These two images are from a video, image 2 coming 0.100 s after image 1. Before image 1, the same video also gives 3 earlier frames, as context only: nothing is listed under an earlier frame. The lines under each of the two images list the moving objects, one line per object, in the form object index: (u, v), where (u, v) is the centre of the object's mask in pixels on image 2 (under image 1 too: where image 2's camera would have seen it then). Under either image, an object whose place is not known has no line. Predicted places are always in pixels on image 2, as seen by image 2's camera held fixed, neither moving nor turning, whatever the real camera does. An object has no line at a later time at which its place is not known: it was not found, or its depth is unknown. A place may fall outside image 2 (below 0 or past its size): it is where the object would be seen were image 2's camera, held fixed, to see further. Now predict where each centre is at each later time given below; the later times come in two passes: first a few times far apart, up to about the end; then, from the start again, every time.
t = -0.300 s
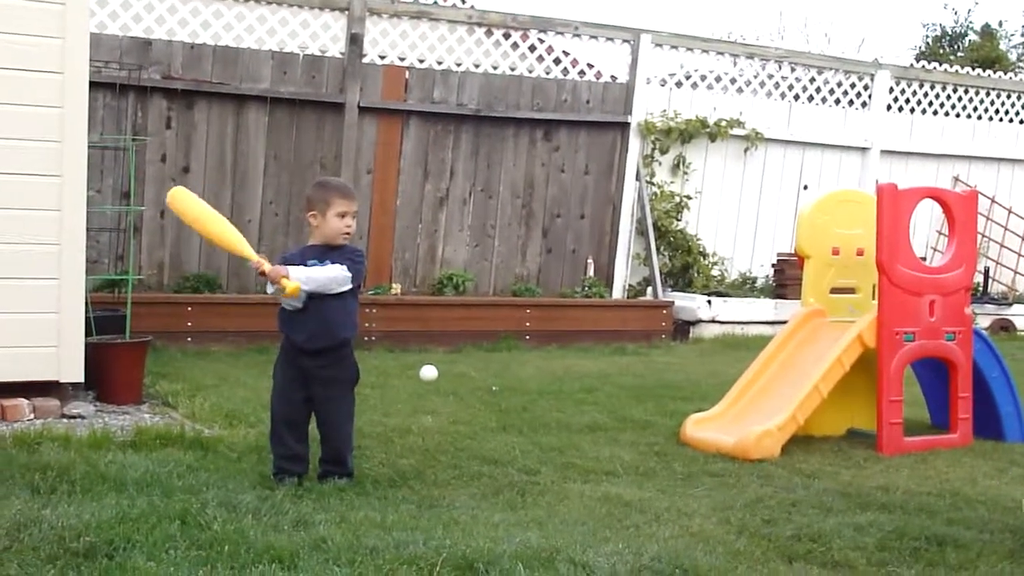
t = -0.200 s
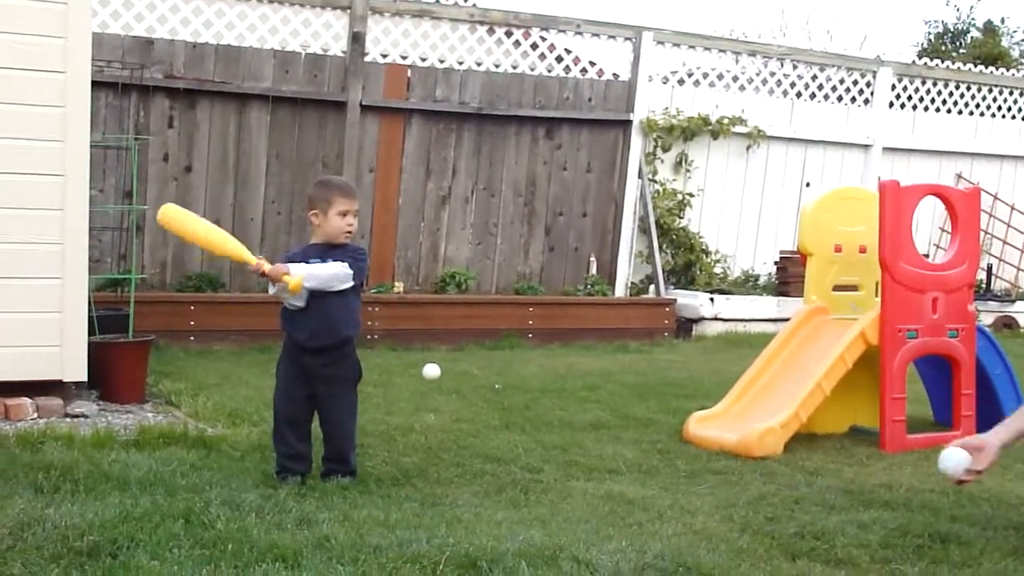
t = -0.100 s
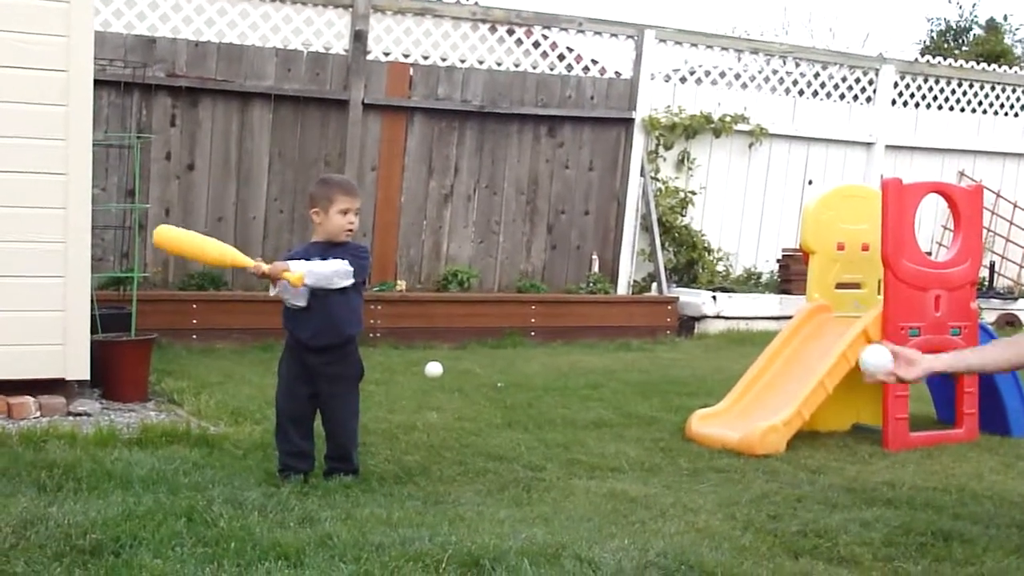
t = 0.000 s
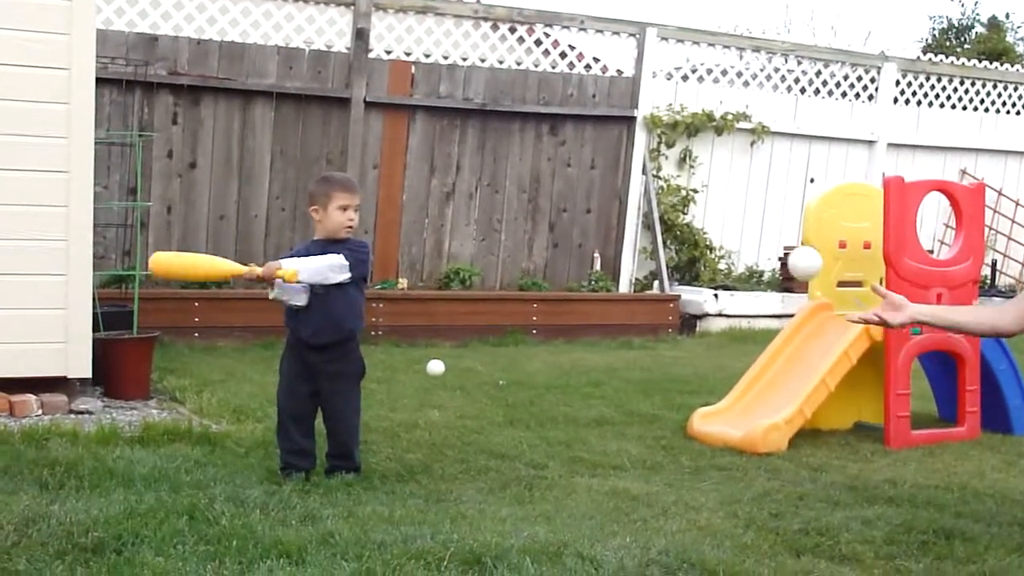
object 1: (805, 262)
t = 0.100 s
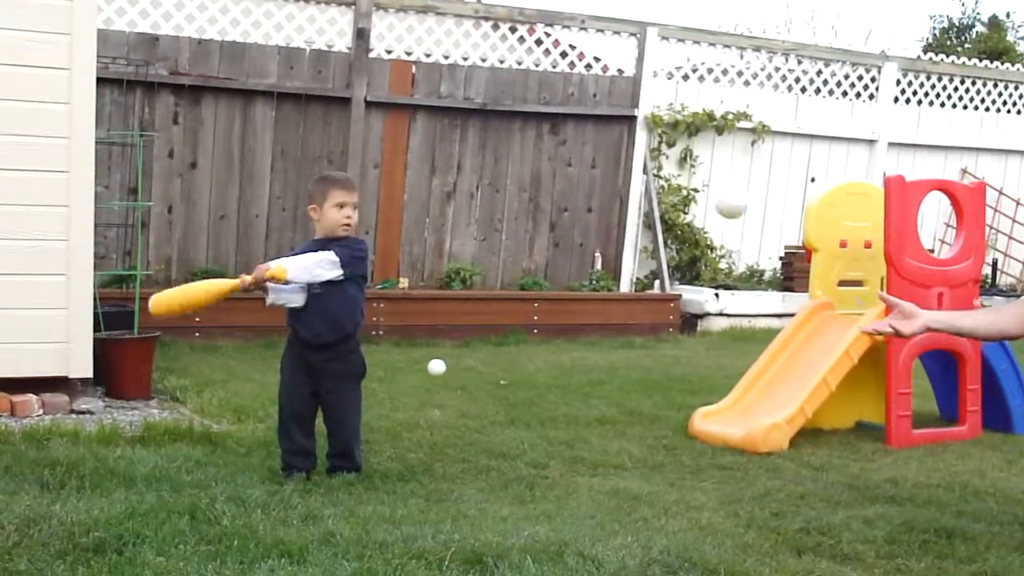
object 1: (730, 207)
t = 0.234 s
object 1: (628, 177)
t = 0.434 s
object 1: (474, 264)
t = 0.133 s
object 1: (703, 192)
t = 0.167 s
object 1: (680, 180)
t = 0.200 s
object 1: (655, 176)
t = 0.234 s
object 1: (628, 177)
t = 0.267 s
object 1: (602, 181)
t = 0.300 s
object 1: (577, 189)
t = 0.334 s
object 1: (551, 201)
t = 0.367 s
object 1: (525, 219)
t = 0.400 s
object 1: (499, 239)
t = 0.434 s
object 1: (474, 264)
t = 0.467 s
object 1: (447, 293)
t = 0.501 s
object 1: (422, 326)
